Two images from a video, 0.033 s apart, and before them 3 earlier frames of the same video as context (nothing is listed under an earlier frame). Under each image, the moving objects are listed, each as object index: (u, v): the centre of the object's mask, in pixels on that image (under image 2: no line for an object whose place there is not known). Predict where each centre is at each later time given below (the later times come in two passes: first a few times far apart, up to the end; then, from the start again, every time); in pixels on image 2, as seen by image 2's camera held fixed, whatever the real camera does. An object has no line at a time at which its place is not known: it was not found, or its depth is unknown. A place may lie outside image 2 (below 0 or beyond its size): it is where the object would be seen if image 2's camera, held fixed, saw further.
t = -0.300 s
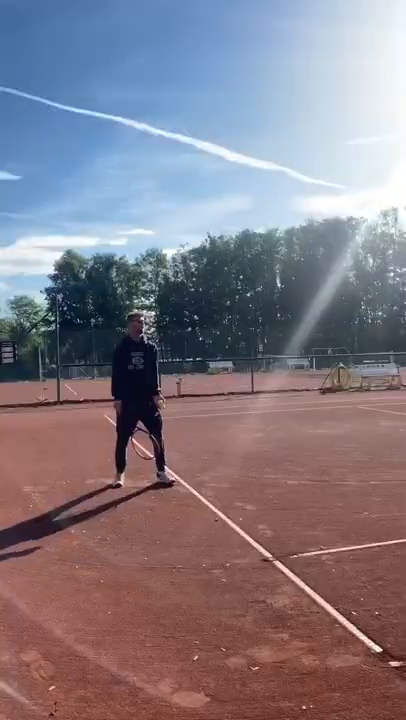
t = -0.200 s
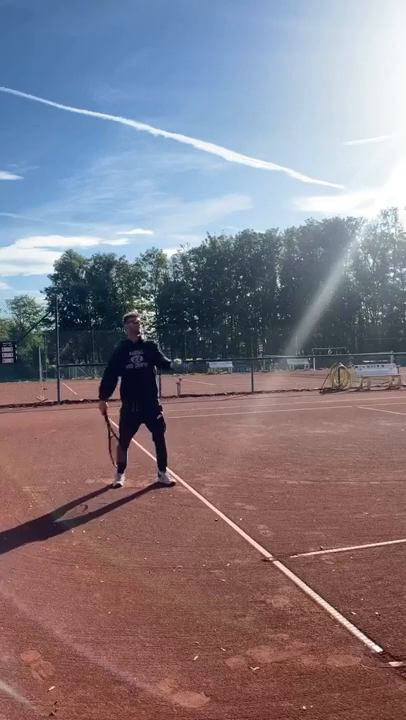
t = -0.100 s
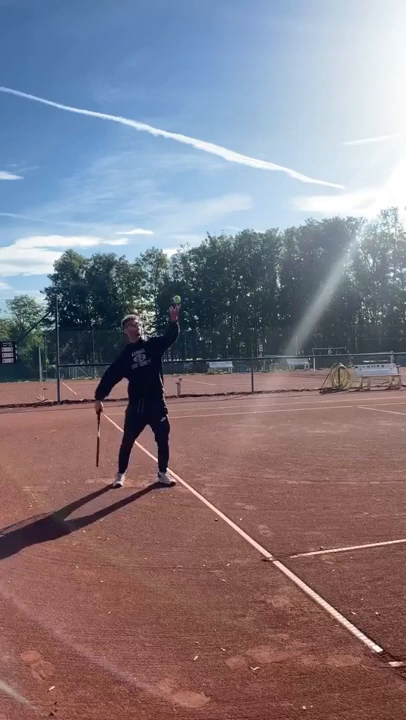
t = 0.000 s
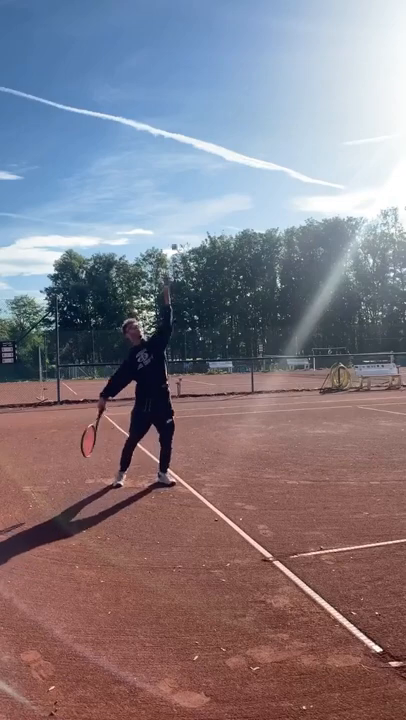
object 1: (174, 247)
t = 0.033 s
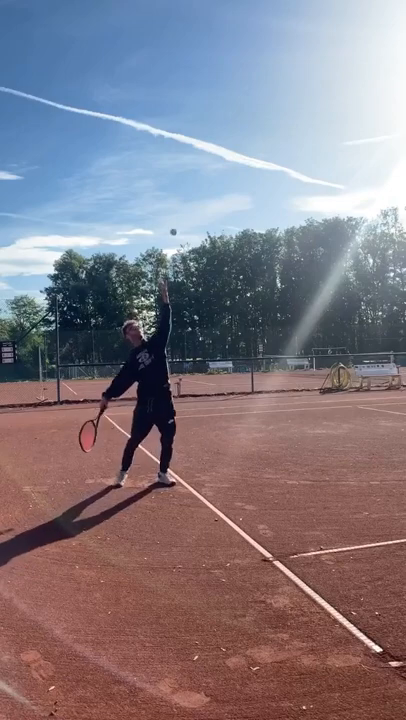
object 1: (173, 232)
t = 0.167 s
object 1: (170, 184)
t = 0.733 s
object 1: (167, 182)
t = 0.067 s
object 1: (172, 217)
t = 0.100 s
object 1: (171, 205)
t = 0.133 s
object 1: (171, 194)
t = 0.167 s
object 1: (170, 184)
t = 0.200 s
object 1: (170, 175)
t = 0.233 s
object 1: (169, 167)
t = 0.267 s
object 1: (169, 160)
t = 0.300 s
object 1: (168, 155)
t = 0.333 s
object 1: (168, 151)
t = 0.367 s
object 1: (168, 148)
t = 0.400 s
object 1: (167, 145)
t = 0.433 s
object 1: (167, 145)
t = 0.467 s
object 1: (167, 145)
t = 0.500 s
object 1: (167, 145)
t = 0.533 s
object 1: (167, 148)
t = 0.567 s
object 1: (167, 151)
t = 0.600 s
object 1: (167, 155)
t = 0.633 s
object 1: (167, 160)
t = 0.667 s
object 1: (167, 167)
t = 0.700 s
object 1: (167, 174)
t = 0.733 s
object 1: (167, 182)
